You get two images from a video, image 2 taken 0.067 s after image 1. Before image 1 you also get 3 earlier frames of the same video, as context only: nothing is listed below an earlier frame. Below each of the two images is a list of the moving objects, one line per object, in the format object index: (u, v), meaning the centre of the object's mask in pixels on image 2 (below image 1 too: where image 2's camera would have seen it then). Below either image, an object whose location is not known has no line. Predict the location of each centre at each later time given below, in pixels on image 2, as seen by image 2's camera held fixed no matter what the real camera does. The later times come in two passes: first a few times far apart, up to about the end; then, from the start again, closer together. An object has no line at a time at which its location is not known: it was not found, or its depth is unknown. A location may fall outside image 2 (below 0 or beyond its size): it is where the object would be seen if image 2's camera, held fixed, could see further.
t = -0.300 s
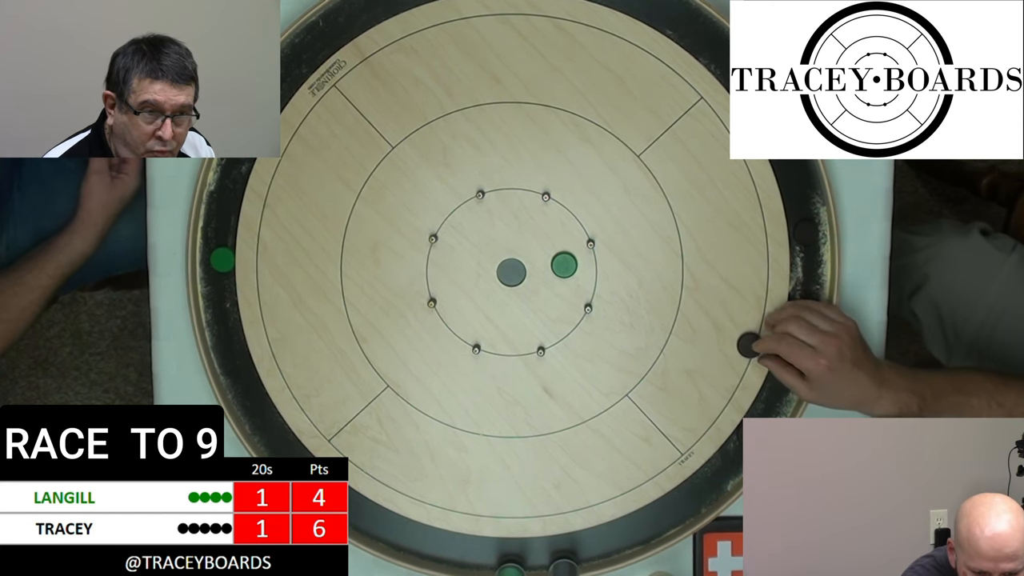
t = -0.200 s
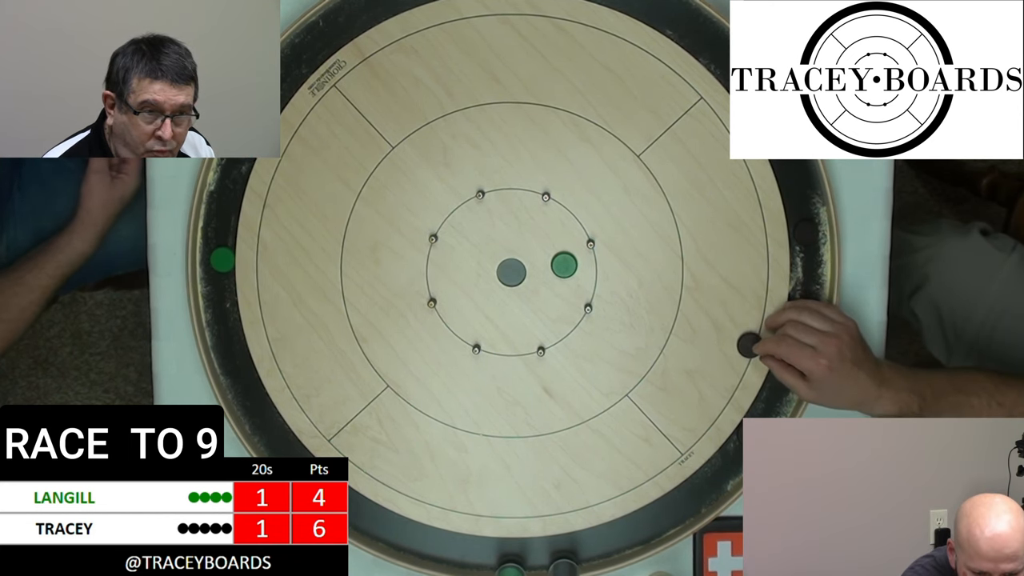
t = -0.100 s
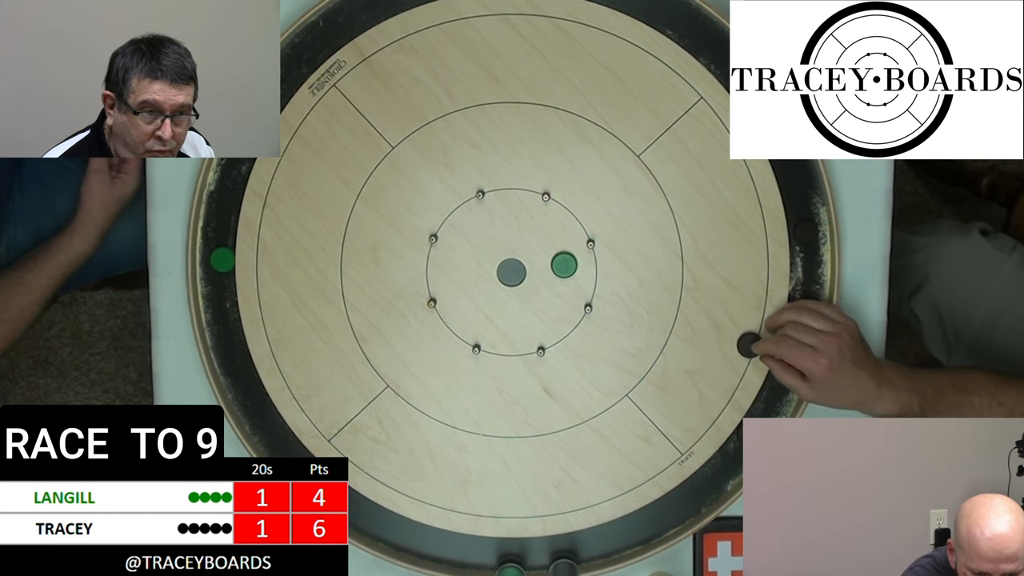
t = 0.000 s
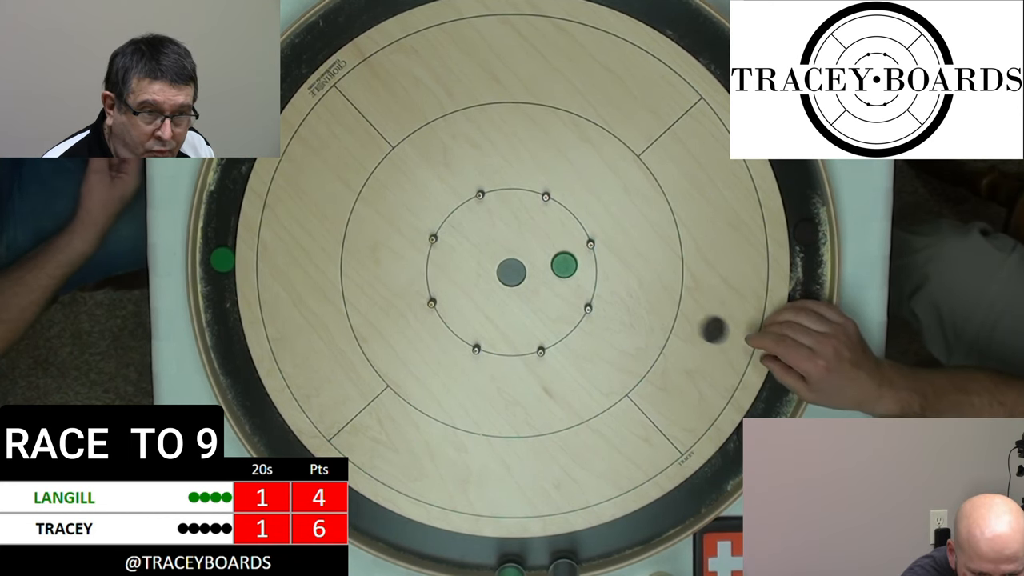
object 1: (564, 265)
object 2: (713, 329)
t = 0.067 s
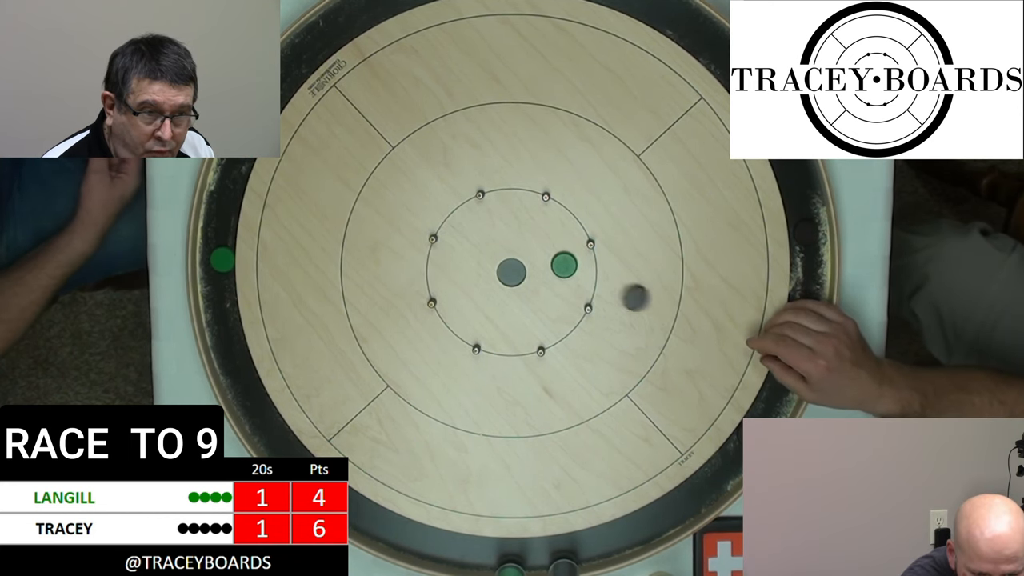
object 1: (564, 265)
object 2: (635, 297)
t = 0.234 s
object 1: (448, 206)
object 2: (578, 279)
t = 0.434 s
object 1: (286, 122)
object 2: (578, 279)
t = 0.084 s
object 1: (564, 265)
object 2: (616, 289)
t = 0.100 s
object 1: (564, 265)
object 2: (596, 281)
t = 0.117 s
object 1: (556, 260)
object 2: (586, 278)
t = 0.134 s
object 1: (540, 252)
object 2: (584, 278)
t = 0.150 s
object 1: (524, 244)
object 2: (582, 278)
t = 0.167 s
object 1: (509, 237)
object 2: (581, 279)
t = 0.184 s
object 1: (494, 229)
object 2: (580, 279)
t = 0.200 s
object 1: (478, 222)
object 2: (579, 279)
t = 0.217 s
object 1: (464, 214)
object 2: (578, 279)
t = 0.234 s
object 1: (448, 206)
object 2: (578, 279)
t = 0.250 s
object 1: (433, 199)
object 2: (578, 279)
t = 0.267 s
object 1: (419, 192)
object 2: (578, 279)
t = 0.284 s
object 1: (405, 184)
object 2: (578, 279)
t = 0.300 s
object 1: (391, 177)
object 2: (578, 279)
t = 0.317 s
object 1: (376, 170)
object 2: (578, 279)
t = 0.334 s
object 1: (362, 162)
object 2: (578, 279)
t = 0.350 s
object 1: (348, 155)
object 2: (578, 279)
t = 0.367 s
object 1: (334, 148)
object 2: (578, 279)
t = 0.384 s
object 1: (321, 142)
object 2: (578, 279)
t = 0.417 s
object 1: (294, 128)
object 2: (578, 279)
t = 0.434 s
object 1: (286, 122)
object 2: (578, 279)
